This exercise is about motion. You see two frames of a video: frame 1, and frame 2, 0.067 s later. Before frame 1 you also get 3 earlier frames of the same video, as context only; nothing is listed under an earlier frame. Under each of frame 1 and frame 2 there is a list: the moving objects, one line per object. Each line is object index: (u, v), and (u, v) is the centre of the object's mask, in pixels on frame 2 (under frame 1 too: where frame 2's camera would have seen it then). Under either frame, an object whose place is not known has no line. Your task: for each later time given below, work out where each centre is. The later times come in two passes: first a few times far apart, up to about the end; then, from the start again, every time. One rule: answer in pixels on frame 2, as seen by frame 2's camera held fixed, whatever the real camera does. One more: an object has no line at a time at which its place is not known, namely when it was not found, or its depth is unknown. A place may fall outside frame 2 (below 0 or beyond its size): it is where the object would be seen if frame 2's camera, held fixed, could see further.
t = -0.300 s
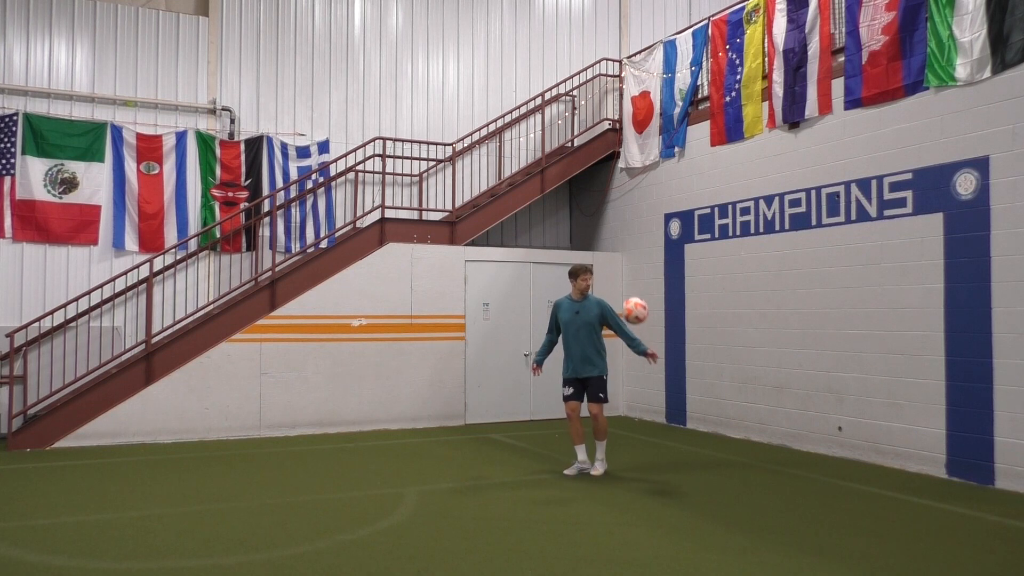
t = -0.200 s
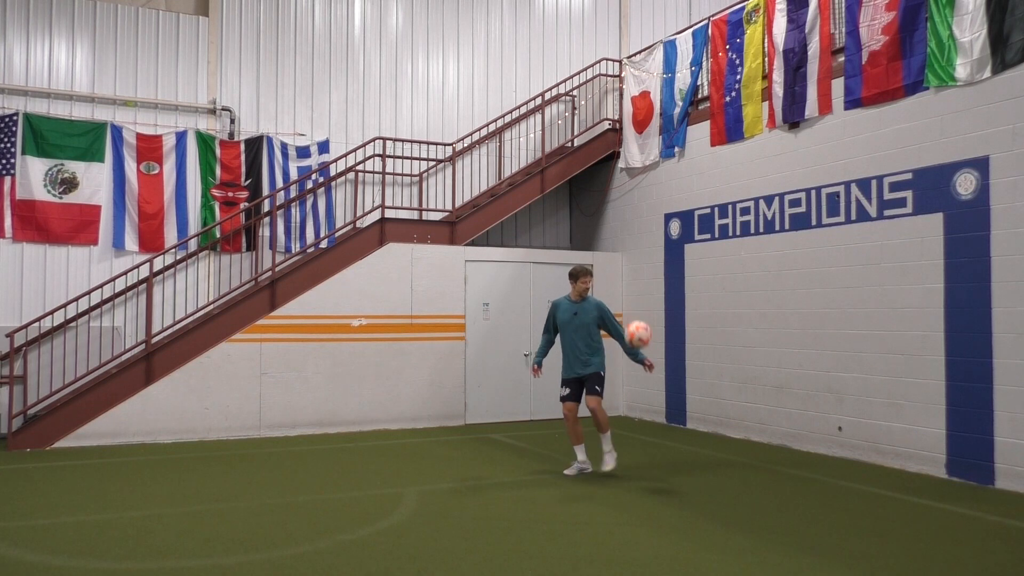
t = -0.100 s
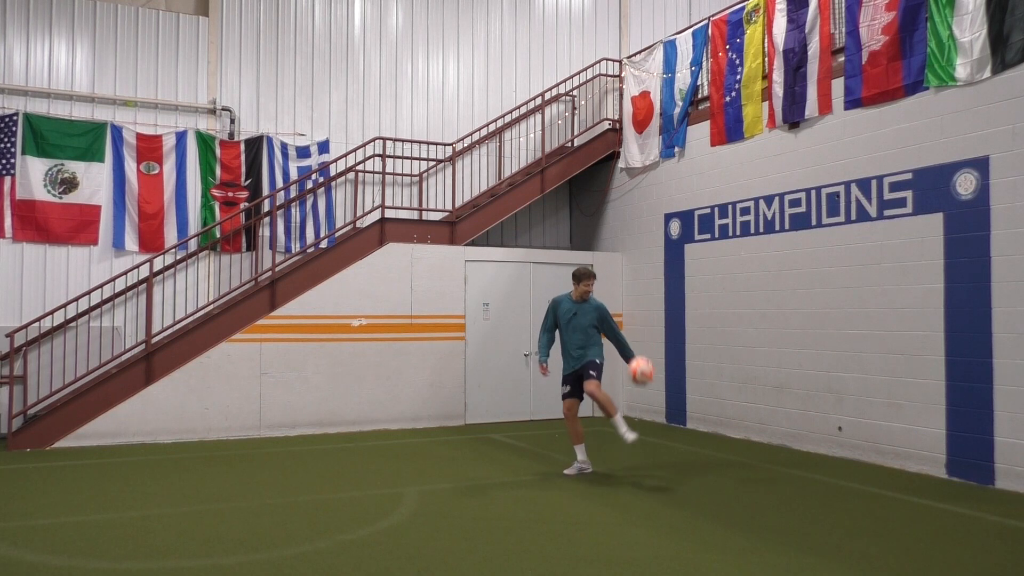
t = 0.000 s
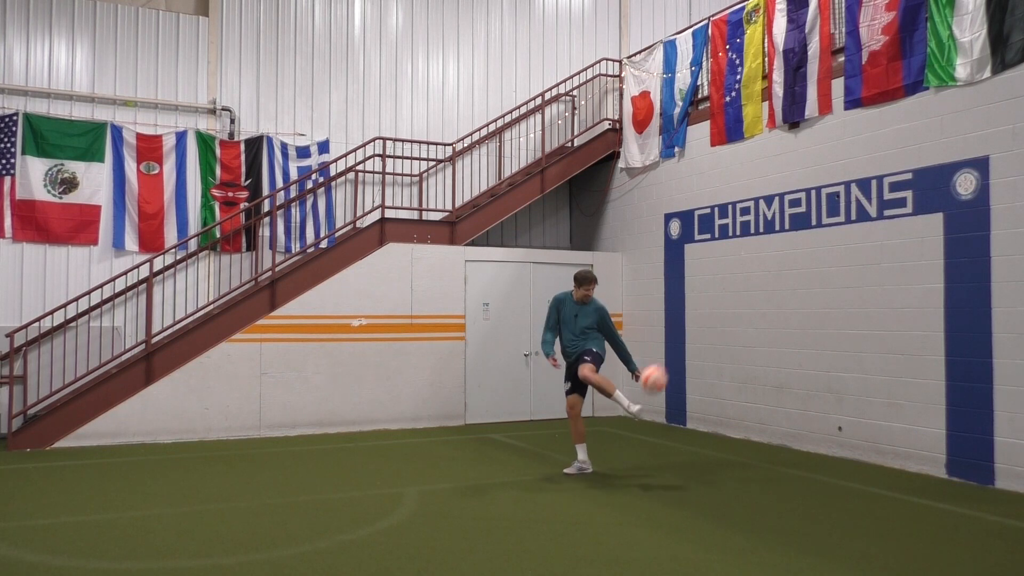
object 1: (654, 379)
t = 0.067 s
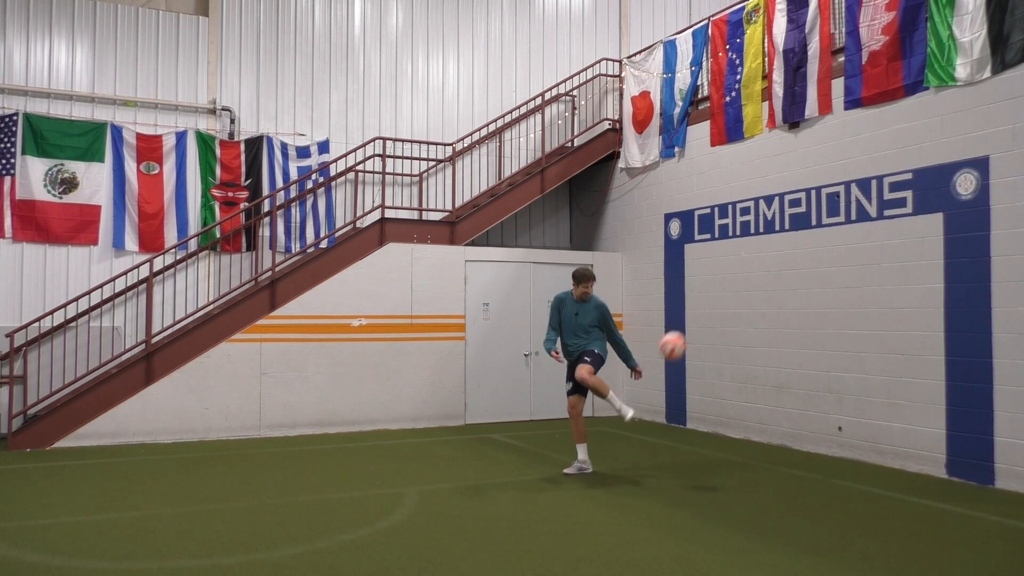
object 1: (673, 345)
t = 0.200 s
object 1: (709, 296)
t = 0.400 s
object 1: (762, 261)
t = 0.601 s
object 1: (813, 272)
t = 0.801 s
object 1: (861, 325)
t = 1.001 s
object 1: (855, 388)
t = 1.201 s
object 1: (823, 448)
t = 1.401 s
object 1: (793, 392)
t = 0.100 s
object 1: (681, 331)
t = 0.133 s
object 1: (690, 318)
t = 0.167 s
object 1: (700, 307)
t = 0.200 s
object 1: (709, 296)
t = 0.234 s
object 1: (718, 287)
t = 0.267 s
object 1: (727, 279)
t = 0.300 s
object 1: (735, 272)
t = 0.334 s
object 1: (744, 267)
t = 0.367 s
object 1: (753, 263)
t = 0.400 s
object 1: (762, 261)
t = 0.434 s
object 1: (771, 260)
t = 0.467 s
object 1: (779, 259)
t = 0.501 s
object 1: (787, 261)
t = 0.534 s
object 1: (796, 264)
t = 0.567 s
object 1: (804, 267)
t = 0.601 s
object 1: (813, 272)
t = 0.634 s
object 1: (820, 278)
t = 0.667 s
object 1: (828, 285)
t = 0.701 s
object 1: (836, 293)
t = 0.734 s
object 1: (845, 303)
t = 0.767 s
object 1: (853, 314)
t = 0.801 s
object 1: (861, 325)
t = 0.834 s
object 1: (869, 339)
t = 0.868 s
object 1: (876, 353)
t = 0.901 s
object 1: (871, 360)
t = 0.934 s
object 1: (866, 368)
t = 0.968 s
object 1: (860, 377)
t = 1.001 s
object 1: (855, 388)
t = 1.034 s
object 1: (849, 401)
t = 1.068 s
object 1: (844, 414)
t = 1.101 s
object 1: (838, 430)
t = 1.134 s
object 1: (833, 446)
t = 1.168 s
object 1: (828, 461)
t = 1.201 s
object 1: (823, 448)
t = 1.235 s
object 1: (818, 436)
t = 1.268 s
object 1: (813, 425)
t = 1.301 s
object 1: (808, 415)
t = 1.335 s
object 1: (803, 406)
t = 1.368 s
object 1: (798, 399)
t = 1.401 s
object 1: (793, 392)
